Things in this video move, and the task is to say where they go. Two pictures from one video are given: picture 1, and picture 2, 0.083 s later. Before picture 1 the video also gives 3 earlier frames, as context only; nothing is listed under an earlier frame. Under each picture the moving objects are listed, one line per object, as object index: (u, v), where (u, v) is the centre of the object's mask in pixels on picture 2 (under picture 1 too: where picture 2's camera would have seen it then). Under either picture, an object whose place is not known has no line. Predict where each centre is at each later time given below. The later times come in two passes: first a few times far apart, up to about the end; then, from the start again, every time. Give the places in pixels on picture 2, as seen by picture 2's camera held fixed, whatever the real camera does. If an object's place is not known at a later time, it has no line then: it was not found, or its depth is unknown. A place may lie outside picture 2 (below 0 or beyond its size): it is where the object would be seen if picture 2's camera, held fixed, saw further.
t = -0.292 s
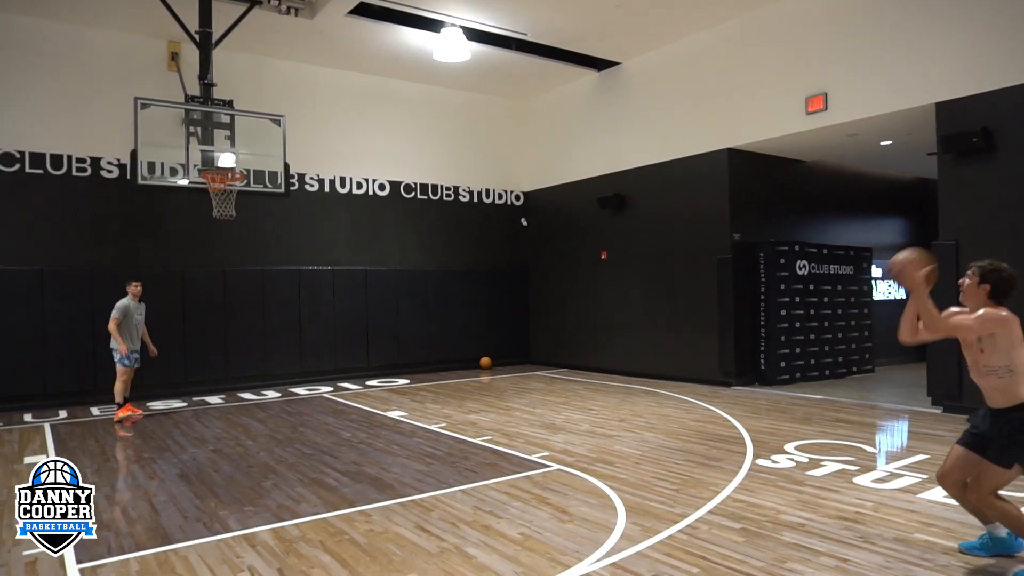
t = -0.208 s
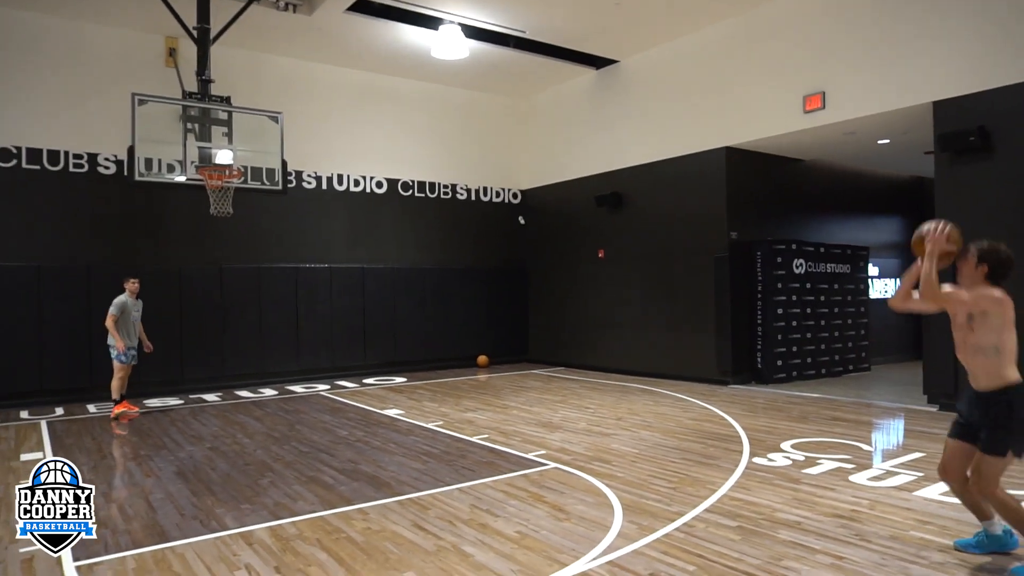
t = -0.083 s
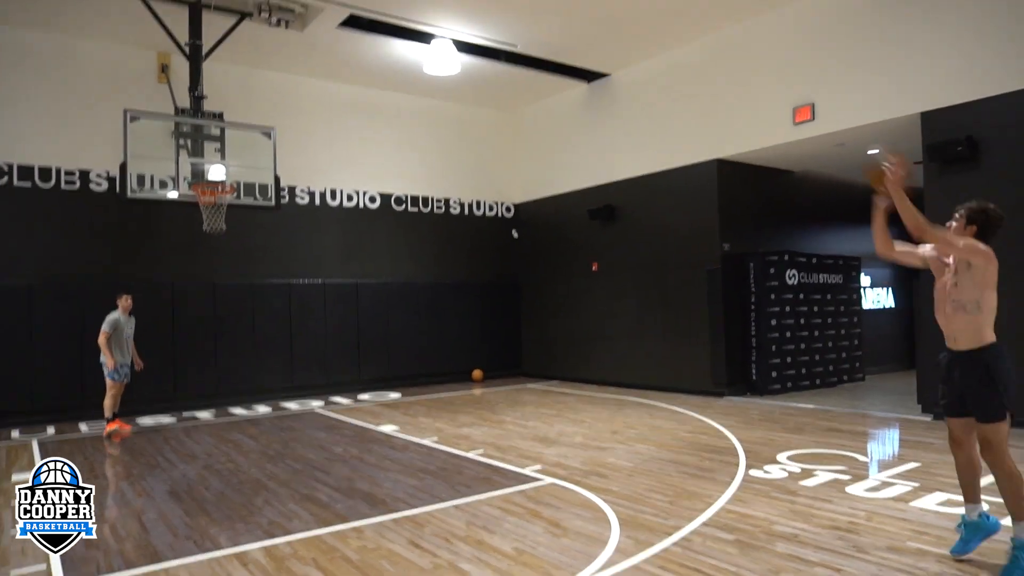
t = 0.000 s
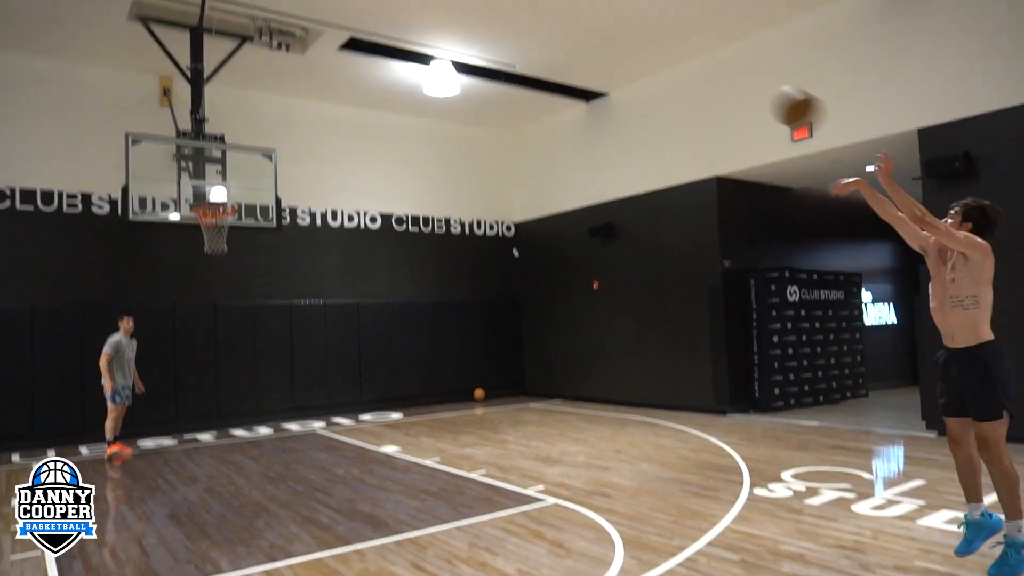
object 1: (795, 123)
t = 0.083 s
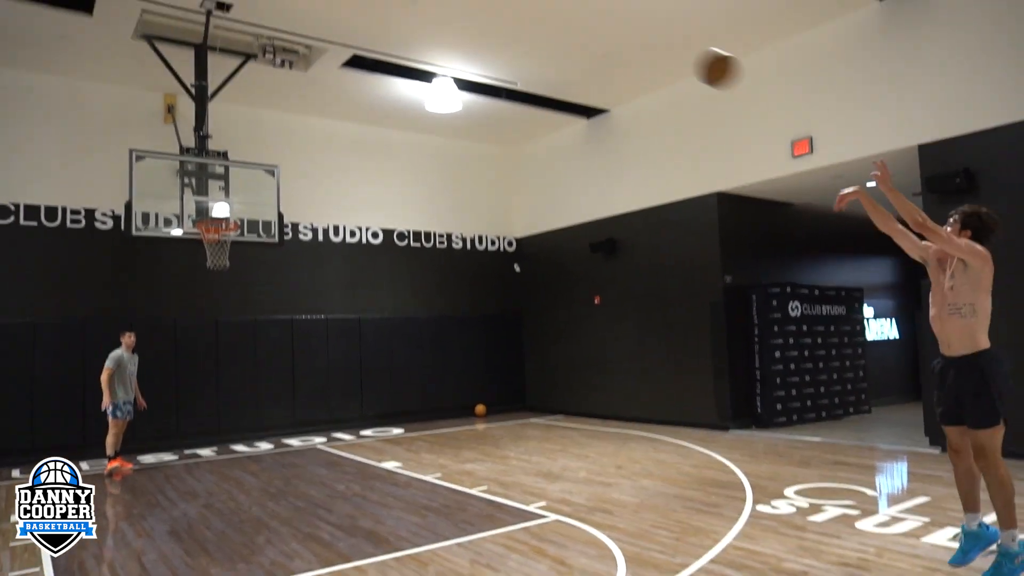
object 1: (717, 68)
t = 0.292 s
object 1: (560, -7)
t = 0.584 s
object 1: (413, -5)
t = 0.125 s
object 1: (682, 47)
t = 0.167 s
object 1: (648, 28)
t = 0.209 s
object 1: (617, 14)
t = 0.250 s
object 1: (587, 2)
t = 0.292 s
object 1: (560, -7)
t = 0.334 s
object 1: (535, -12)
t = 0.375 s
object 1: (511, -14)
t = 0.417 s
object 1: (487, -13)
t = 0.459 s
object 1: (467, -13)
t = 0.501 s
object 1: (448, -11)
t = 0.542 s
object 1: (429, -8)
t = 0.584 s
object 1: (413, -5)
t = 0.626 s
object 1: (396, -2)
